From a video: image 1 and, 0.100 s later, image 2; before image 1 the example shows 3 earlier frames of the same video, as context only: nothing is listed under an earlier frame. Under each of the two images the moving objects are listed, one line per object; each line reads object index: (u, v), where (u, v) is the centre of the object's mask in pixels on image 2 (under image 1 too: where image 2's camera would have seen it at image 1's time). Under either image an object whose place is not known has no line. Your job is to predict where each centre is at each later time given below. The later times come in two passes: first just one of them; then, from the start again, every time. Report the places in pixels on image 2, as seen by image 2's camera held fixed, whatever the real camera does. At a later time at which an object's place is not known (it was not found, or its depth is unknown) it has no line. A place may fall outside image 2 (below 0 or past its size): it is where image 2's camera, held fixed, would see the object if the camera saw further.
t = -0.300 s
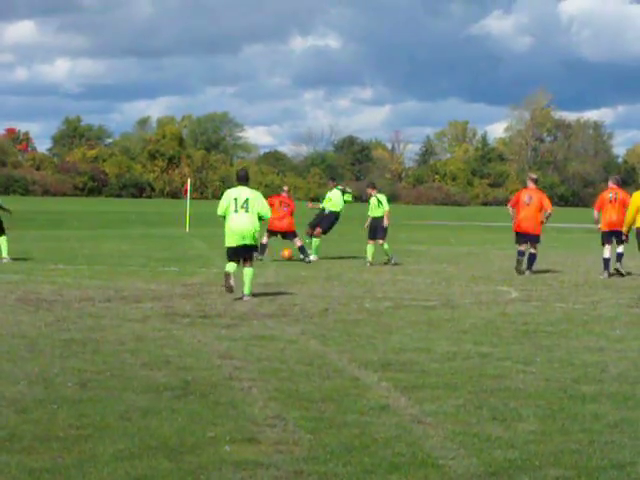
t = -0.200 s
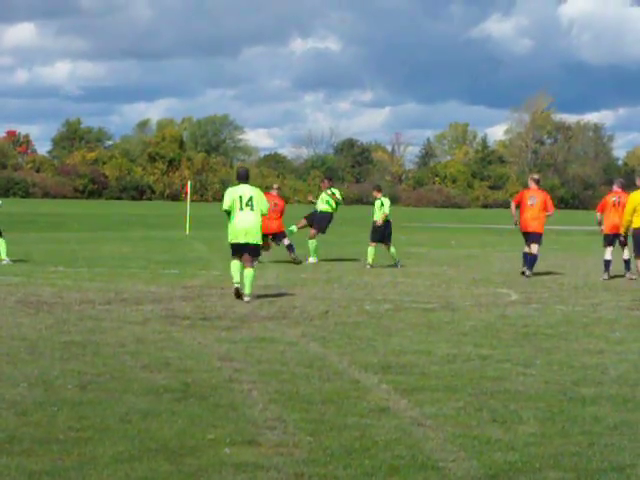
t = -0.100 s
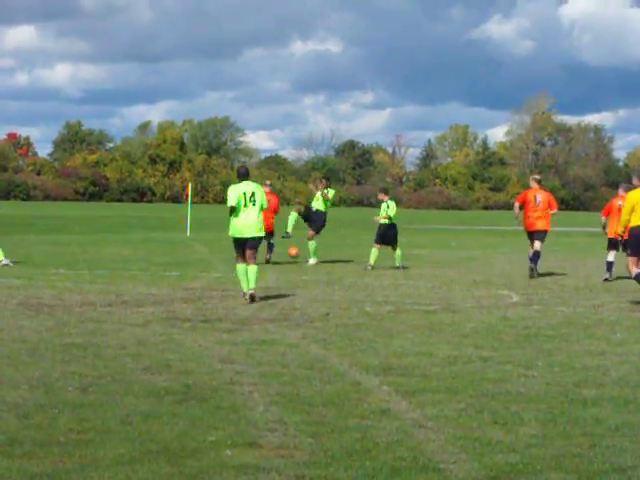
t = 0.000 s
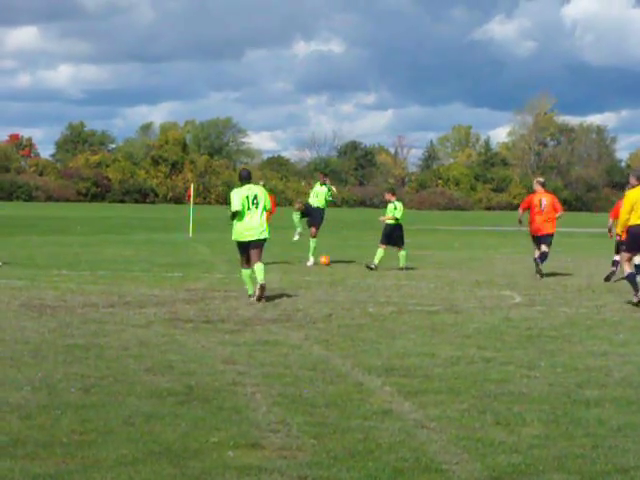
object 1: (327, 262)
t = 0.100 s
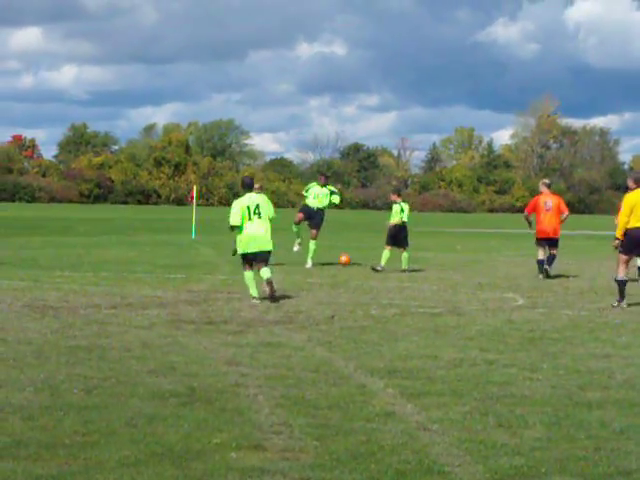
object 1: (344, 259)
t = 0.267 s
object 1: (372, 262)
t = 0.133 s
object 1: (350, 259)
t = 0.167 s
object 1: (357, 260)
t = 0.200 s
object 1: (362, 261)
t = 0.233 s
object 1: (367, 263)
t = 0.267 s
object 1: (372, 262)
